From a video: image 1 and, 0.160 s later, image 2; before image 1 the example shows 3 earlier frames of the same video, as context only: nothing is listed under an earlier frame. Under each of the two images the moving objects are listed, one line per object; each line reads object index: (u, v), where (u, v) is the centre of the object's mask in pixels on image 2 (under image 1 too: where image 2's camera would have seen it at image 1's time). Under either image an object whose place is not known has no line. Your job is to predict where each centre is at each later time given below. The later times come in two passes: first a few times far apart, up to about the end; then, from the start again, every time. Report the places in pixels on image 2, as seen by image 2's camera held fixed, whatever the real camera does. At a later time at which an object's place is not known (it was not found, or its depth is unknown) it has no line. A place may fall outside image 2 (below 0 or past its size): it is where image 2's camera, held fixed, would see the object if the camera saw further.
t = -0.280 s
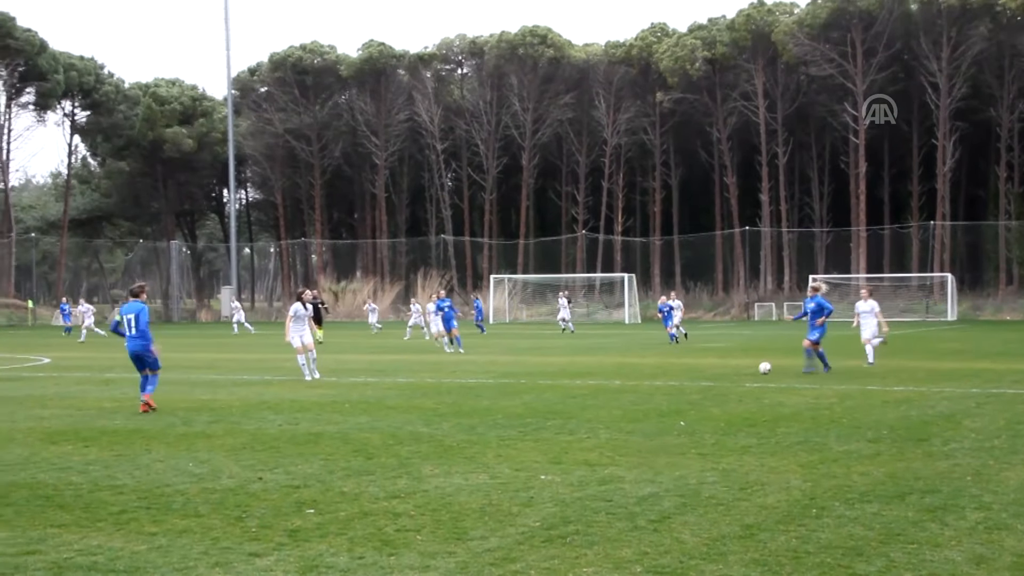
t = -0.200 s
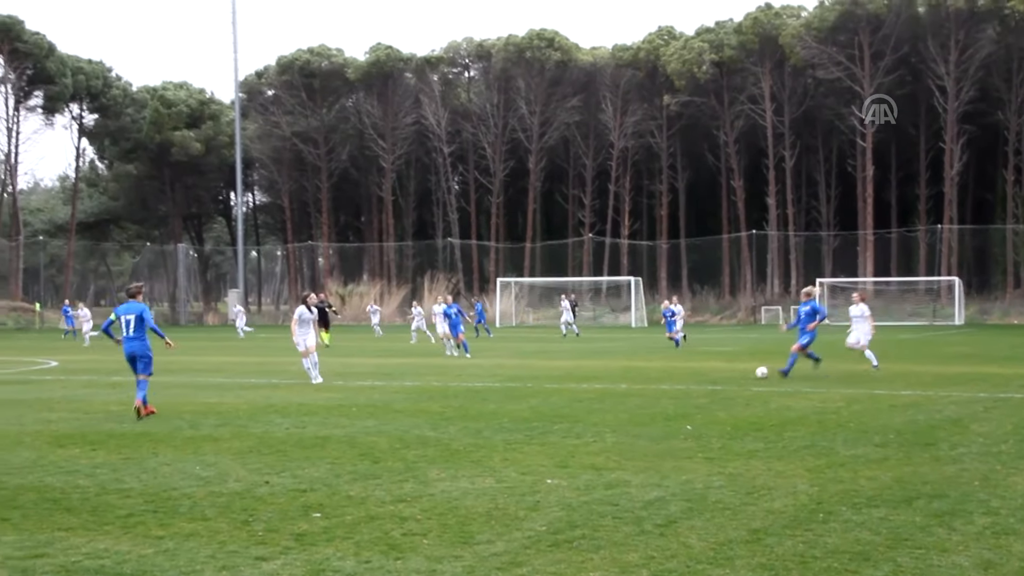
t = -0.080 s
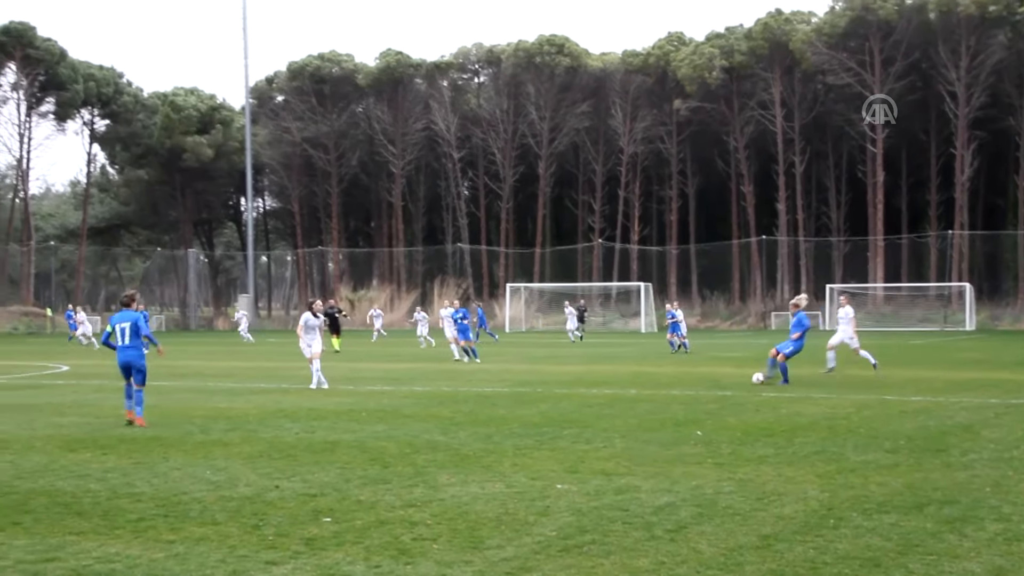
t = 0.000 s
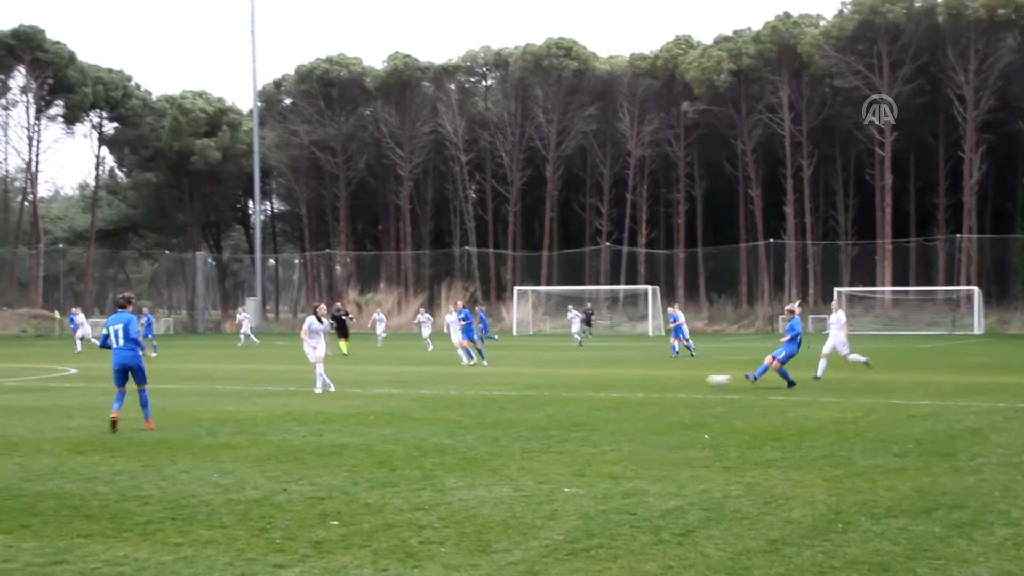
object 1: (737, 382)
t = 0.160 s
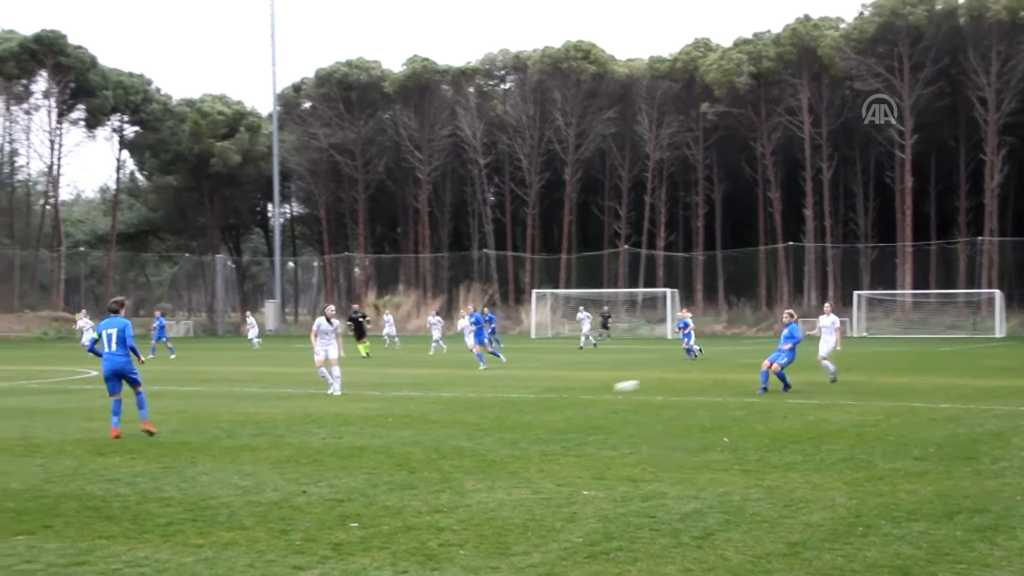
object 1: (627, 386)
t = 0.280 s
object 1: (543, 389)
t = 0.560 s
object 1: (347, 399)
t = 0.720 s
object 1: (235, 408)
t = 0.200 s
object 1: (598, 391)
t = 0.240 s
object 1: (570, 392)
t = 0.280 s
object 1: (543, 389)
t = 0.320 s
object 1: (515, 389)
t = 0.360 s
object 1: (488, 390)
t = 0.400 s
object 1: (459, 393)
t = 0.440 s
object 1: (431, 397)
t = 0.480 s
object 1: (401, 401)
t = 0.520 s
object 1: (375, 400)
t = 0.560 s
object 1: (347, 399)
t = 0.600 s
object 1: (320, 399)
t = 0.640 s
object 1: (291, 402)
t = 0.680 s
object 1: (263, 406)
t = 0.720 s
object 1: (235, 408)
